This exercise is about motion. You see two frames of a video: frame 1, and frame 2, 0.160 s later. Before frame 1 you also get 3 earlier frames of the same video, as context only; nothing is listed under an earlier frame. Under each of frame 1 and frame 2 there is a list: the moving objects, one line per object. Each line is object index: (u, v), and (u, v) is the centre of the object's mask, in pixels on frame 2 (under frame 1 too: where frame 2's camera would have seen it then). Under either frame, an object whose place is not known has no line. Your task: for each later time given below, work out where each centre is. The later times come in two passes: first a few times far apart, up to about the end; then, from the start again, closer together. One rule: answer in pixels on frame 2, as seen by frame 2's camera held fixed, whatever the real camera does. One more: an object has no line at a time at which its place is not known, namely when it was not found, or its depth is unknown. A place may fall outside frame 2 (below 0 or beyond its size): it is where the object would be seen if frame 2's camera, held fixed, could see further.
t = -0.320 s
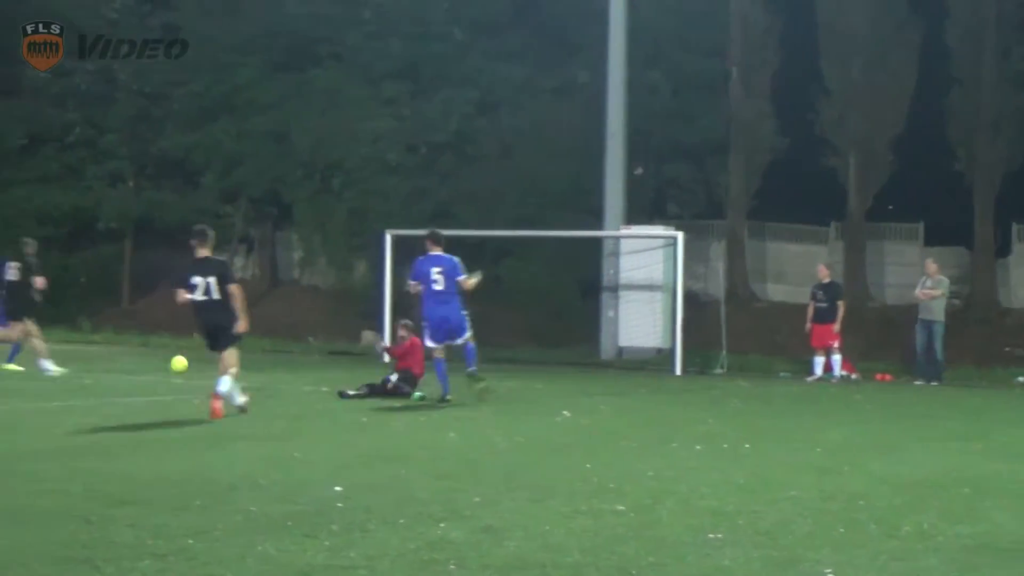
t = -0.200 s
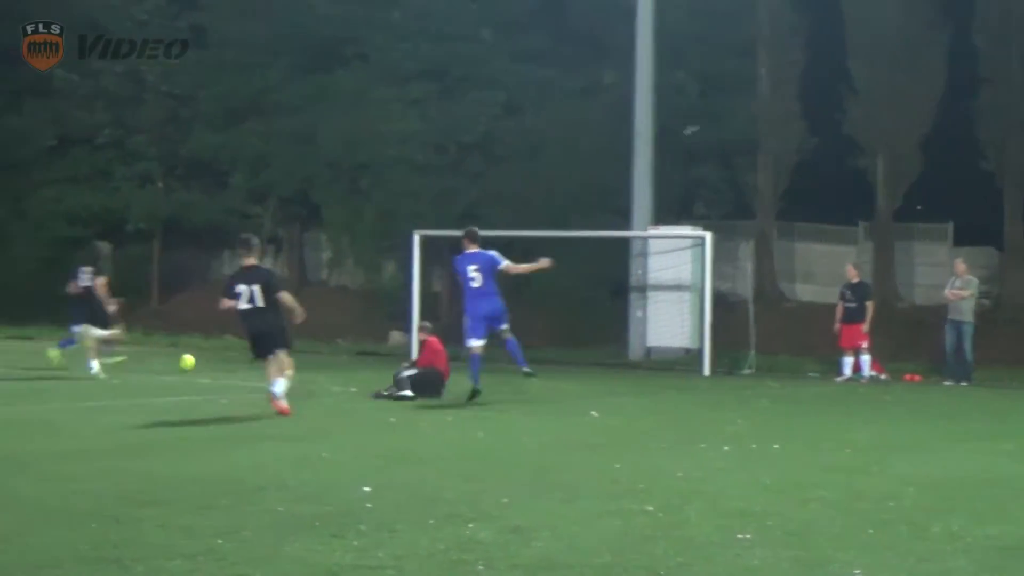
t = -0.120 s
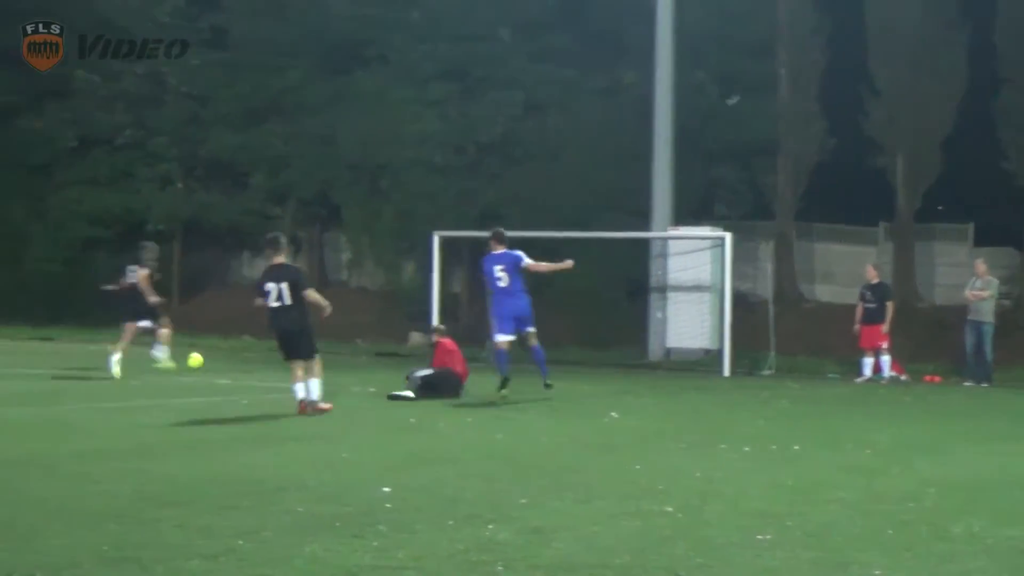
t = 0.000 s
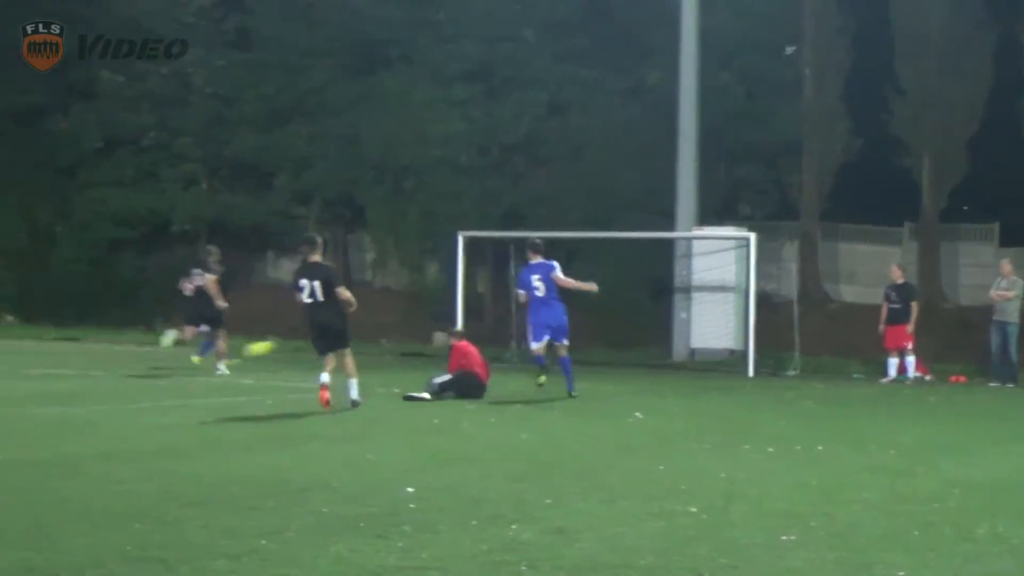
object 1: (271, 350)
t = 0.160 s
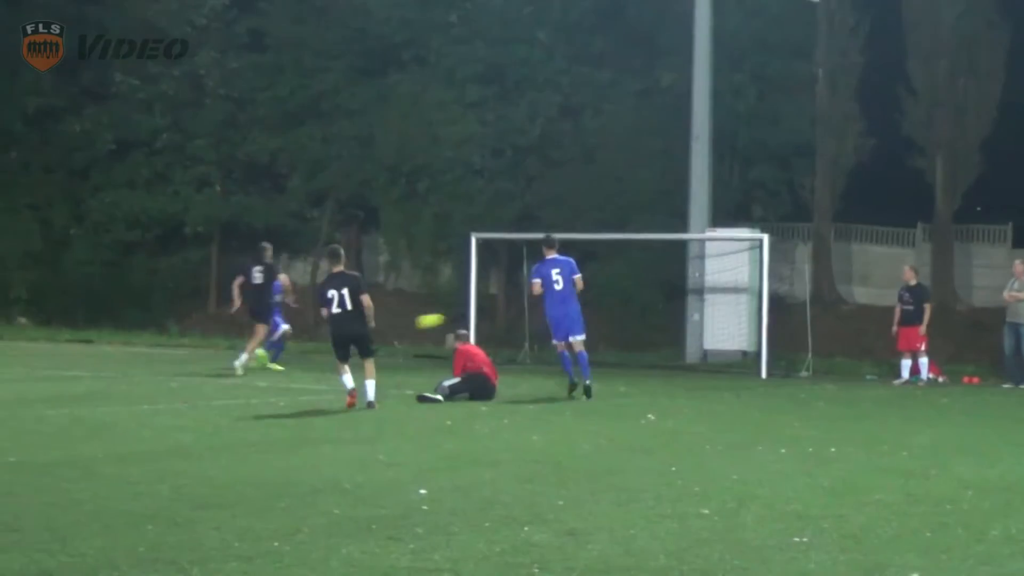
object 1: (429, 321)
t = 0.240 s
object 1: (503, 315)
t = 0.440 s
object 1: (668, 316)
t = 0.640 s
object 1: (754, 317)
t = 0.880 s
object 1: (783, 353)
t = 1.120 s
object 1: (790, 344)
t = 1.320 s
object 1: (785, 347)
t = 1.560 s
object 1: (783, 361)
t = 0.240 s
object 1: (503, 315)
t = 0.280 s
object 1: (534, 313)
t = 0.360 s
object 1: (605, 313)
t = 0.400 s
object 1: (637, 313)
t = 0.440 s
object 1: (668, 316)
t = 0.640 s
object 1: (754, 317)
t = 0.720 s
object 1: (769, 323)
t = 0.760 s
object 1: (772, 331)
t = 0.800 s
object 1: (775, 337)
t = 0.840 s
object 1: (779, 344)
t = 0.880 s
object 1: (783, 353)
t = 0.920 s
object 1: (787, 362)
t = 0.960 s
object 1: (789, 363)
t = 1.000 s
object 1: (790, 356)
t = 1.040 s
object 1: (790, 351)
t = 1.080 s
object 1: (790, 347)
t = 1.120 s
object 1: (790, 344)
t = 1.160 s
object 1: (789, 343)
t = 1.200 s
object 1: (788, 342)
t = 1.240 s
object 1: (787, 343)
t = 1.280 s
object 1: (786, 345)
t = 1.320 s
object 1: (785, 347)
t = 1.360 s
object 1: (784, 351)
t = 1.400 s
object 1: (783, 357)
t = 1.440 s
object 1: (782, 364)
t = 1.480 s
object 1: (780, 370)
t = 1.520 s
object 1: (781, 365)
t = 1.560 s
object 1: (783, 361)
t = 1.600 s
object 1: (784, 358)
